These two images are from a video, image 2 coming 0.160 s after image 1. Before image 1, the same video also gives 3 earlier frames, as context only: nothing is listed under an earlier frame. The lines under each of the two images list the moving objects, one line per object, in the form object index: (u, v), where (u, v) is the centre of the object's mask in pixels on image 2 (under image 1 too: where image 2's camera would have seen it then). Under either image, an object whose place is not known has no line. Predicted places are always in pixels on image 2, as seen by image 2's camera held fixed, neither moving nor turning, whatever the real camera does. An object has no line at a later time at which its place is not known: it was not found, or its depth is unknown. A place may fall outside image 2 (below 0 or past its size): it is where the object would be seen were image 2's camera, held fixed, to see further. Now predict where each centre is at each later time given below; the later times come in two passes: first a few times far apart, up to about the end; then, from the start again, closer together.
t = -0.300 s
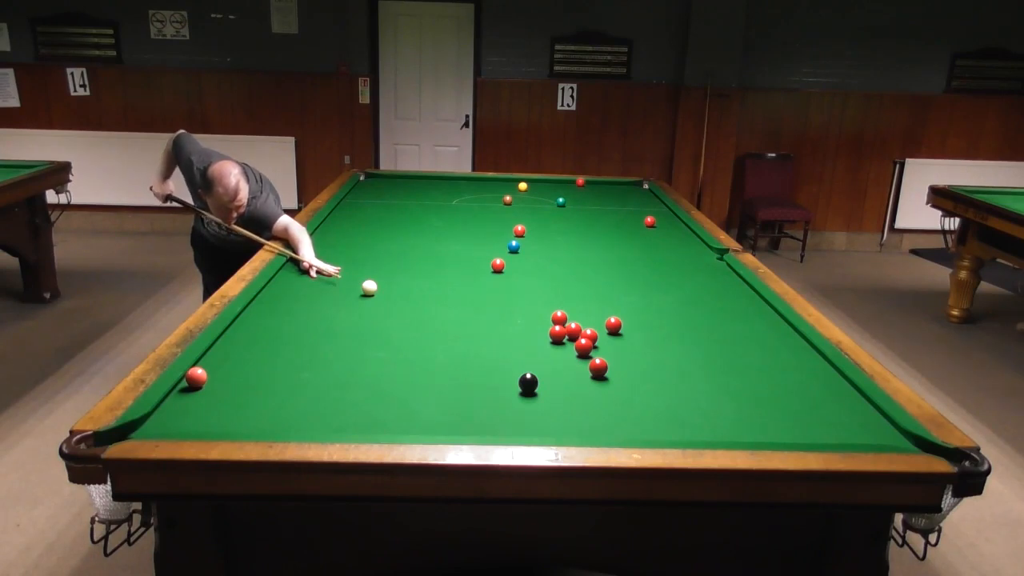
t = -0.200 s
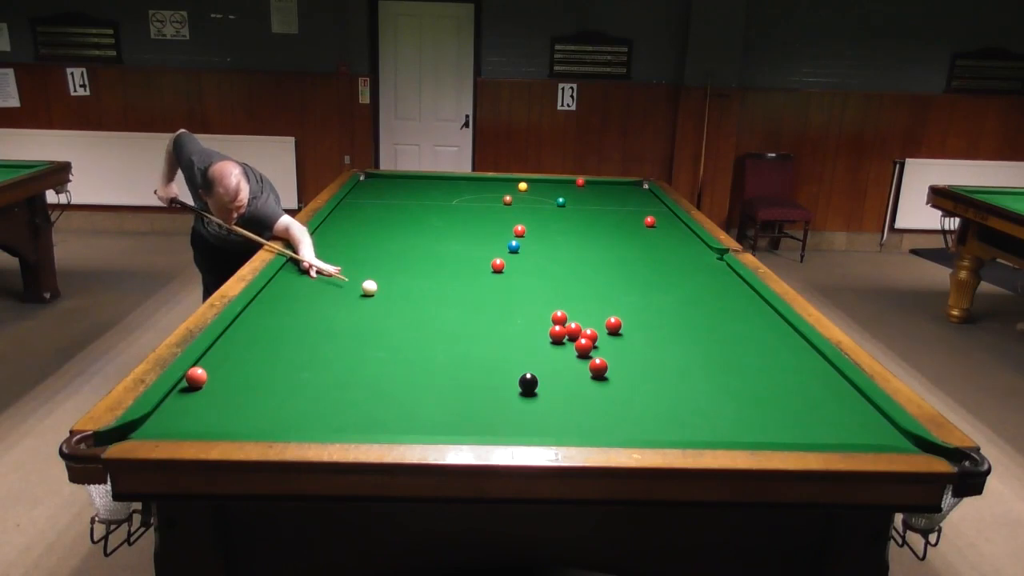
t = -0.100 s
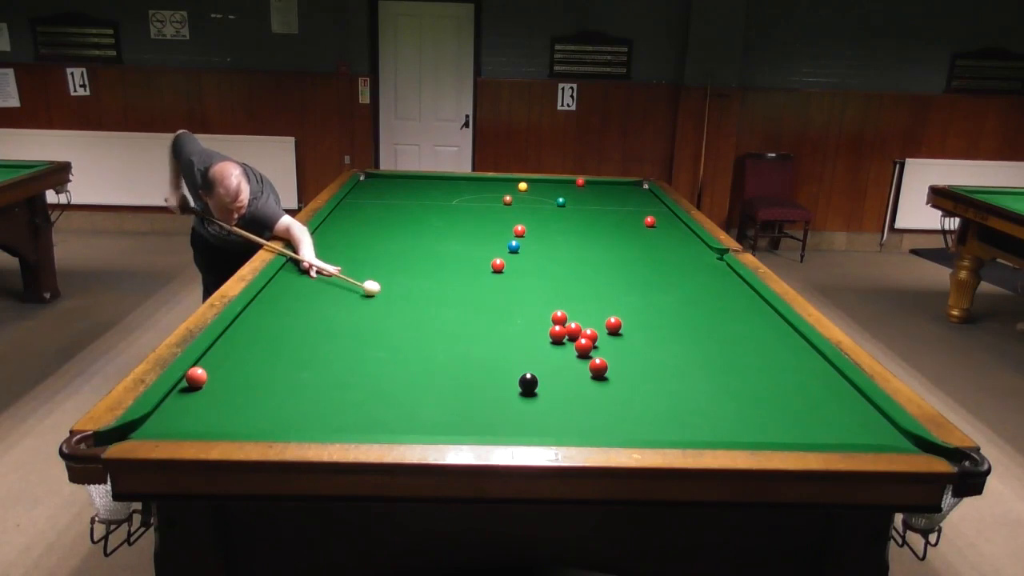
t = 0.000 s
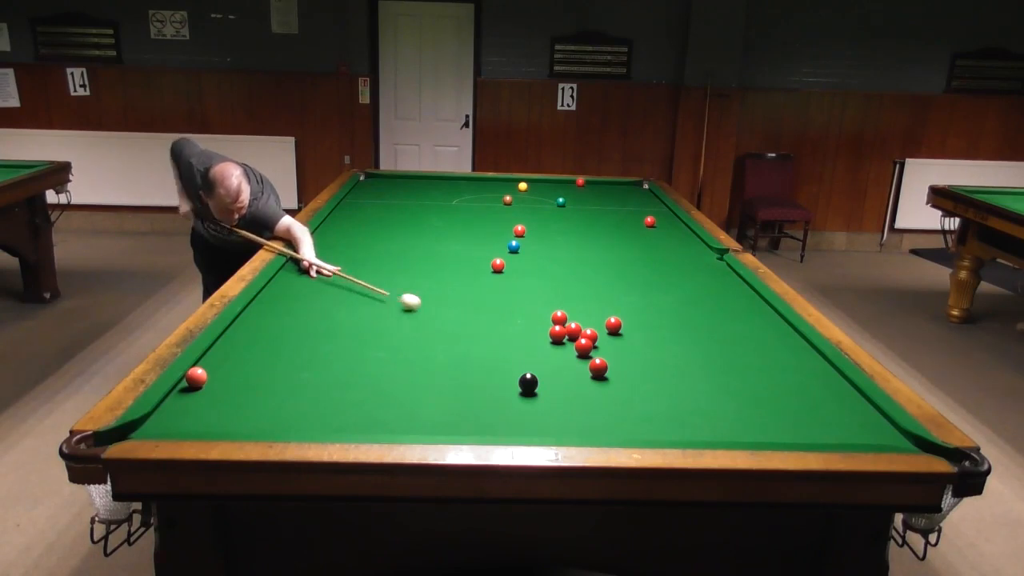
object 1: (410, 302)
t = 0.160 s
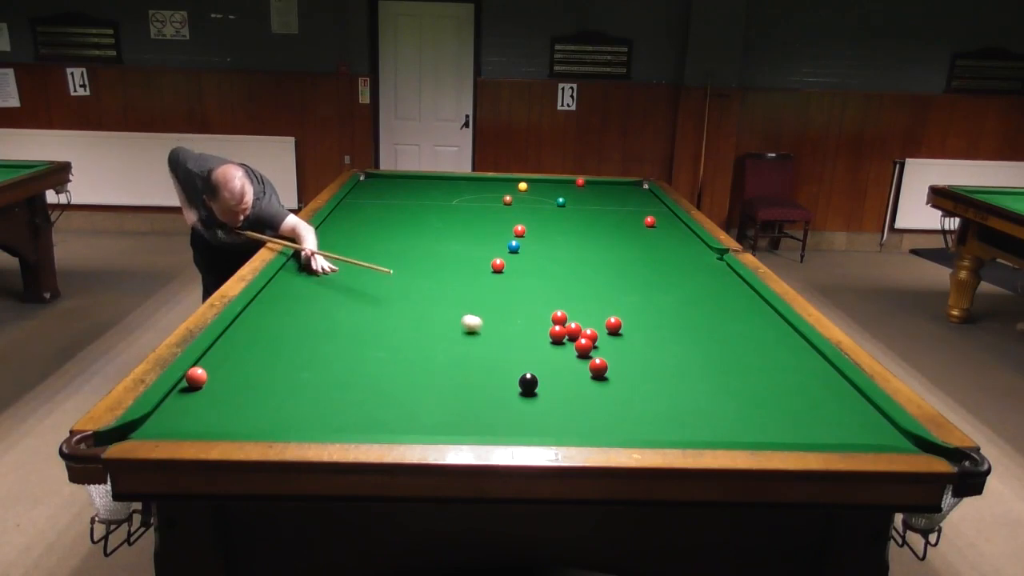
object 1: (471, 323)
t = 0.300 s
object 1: (522, 341)
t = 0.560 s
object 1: (581, 367)
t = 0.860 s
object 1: (601, 384)
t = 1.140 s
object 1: (620, 400)
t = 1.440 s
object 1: (641, 417)
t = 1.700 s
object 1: (659, 430)
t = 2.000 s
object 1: (668, 430)
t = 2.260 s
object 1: (671, 425)
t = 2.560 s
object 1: (674, 418)
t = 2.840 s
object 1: (677, 412)
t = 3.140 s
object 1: (678, 408)
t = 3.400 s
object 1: (679, 406)
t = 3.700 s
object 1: (678, 405)
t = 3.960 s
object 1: (678, 404)
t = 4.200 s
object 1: (678, 404)
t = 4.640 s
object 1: (680, 403)
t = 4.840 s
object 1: (679, 404)
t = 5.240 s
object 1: (672, 403)
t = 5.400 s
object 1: (679, 404)
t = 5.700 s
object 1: (679, 404)
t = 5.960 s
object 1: (679, 404)
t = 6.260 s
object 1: (679, 404)
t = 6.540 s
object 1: (679, 404)
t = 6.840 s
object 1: (679, 404)
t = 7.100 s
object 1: (678, 404)
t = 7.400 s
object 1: (678, 404)
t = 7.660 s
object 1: (678, 404)
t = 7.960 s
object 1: (678, 404)
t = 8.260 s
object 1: (679, 404)
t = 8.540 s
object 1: (678, 404)
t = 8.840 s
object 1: (679, 404)
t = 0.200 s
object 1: (486, 329)
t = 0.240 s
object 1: (500, 334)
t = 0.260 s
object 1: (507, 336)
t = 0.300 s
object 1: (522, 341)
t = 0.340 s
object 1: (536, 347)
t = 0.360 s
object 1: (544, 349)
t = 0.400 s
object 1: (560, 355)
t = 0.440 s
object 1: (576, 361)
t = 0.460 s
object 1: (581, 362)
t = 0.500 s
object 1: (580, 364)
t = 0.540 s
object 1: (580, 366)
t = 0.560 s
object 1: (581, 367)
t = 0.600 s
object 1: (583, 369)
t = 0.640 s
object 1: (586, 371)
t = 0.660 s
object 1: (587, 372)
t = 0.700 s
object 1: (590, 375)
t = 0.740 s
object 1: (592, 376)
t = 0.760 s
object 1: (594, 378)
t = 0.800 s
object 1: (596, 380)
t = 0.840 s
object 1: (599, 382)
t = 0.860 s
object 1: (601, 384)
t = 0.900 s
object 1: (603, 386)
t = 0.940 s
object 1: (606, 388)
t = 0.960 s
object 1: (607, 389)
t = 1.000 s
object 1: (610, 391)
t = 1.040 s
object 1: (613, 394)
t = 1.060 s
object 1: (614, 395)
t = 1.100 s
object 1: (617, 397)
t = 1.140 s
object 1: (620, 400)
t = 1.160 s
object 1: (621, 401)
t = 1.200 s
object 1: (624, 403)
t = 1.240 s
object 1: (626, 405)
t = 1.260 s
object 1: (628, 407)
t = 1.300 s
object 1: (631, 409)
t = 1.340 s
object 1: (634, 410)
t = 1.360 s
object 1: (635, 412)
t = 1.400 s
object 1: (638, 415)
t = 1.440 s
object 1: (641, 417)
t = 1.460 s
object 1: (642, 418)
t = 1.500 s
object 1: (645, 421)
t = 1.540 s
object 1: (647, 423)
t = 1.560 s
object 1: (649, 424)
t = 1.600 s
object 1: (652, 426)
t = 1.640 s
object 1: (655, 428)
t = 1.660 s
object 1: (656, 429)
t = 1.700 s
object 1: (659, 430)
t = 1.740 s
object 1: (662, 432)
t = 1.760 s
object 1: (663, 432)
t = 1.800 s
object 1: (666, 434)
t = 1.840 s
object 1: (667, 434)
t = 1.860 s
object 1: (667, 433)
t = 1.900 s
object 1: (667, 432)
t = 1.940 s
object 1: (668, 432)
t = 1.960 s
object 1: (668, 431)
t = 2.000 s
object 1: (668, 430)
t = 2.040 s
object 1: (669, 430)
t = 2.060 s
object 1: (669, 429)
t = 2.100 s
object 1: (669, 429)
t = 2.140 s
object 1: (670, 428)
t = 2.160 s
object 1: (670, 428)
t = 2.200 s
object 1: (670, 427)
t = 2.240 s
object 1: (671, 425)
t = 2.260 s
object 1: (671, 425)
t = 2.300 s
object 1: (672, 424)
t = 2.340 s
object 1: (672, 422)
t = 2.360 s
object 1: (672, 422)
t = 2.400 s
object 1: (673, 421)
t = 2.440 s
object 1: (673, 421)
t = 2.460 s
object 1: (673, 420)
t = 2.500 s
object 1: (674, 419)
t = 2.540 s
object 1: (674, 418)
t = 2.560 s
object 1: (674, 418)
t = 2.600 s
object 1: (675, 417)
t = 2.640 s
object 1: (675, 416)
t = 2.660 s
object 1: (675, 416)
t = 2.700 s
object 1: (675, 415)
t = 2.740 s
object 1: (676, 414)
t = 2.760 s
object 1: (676, 414)
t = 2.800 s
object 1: (676, 413)
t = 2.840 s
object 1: (677, 412)
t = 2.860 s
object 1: (677, 412)
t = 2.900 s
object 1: (677, 411)
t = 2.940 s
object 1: (677, 411)
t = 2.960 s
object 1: (677, 411)
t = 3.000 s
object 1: (677, 410)
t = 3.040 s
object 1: (678, 409)
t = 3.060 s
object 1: (678, 409)
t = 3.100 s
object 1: (678, 409)
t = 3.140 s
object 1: (678, 408)
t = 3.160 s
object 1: (678, 408)
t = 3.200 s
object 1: (678, 408)
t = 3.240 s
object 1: (678, 407)
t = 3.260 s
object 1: (678, 407)
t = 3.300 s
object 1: (678, 407)
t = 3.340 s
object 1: (679, 406)
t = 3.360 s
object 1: (679, 406)
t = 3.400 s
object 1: (679, 406)
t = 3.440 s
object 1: (679, 406)
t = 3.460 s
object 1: (679, 406)
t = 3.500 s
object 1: (679, 405)
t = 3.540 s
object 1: (679, 405)
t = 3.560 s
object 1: (679, 405)
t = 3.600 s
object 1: (678, 405)
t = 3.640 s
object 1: (678, 405)
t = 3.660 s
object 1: (678, 405)
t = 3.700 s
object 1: (678, 405)
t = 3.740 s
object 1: (679, 405)
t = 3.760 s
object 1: (679, 404)
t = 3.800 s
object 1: (678, 404)
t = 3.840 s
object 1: (678, 404)
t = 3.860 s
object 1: (678, 404)
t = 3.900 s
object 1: (679, 405)
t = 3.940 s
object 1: (679, 404)
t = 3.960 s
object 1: (678, 404)
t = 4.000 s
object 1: (678, 404)
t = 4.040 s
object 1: (678, 404)
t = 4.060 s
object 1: (678, 404)
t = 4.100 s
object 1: (679, 404)
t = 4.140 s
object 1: (679, 404)
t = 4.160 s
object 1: (679, 405)
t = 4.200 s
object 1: (678, 404)
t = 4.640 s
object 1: (680, 403)
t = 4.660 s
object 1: (679, 404)
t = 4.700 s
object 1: (679, 404)
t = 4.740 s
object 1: (679, 404)
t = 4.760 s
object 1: (679, 404)
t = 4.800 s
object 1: (679, 404)
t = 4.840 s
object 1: (679, 404)
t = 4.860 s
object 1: (679, 404)
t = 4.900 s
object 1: (679, 404)
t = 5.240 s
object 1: (672, 403)
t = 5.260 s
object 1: (678, 404)
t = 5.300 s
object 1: (679, 404)
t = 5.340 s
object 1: (679, 404)
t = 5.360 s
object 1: (679, 404)
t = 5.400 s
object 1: (679, 404)
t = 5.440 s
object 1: (679, 404)
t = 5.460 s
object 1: (679, 404)
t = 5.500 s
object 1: (679, 404)
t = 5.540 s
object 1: (679, 404)
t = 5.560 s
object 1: (679, 404)
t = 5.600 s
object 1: (679, 404)
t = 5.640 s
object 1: (679, 404)
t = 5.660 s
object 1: (679, 404)
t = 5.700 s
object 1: (679, 404)
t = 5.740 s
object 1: (679, 404)
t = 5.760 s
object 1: (679, 404)
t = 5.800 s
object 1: (679, 404)
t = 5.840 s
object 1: (679, 404)
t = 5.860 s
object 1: (679, 404)
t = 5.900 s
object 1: (678, 404)
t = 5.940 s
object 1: (678, 404)
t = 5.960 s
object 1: (679, 404)
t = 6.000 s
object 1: (679, 404)
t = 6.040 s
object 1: (679, 404)
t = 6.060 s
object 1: (679, 404)
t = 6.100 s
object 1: (679, 404)
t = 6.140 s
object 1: (679, 404)
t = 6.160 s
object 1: (679, 404)
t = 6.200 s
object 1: (679, 404)
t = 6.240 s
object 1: (678, 404)
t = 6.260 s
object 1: (679, 404)
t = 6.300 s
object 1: (678, 404)
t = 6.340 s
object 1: (678, 404)
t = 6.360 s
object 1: (678, 404)
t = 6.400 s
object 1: (679, 404)
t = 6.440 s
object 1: (678, 404)
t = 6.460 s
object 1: (679, 404)
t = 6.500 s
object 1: (678, 404)
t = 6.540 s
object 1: (679, 404)
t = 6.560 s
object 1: (679, 404)
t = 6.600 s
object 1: (679, 404)
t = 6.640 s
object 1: (679, 404)
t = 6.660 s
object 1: (679, 404)
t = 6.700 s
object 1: (679, 404)
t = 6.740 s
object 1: (678, 404)
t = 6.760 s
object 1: (678, 404)
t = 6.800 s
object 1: (679, 404)
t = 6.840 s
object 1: (679, 404)
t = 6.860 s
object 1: (679, 404)
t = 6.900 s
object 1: (679, 404)
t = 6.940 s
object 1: (679, 404)
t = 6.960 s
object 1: (678, 404)
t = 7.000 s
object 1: (679, 404)
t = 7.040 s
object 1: (679, 404)
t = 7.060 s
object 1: (679, 404)
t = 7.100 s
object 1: (678, 404)
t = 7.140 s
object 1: (679, 404)
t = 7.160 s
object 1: (679, 404)
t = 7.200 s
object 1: (679, 404)
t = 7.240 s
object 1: (678, 404)
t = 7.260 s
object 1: (679, 404)
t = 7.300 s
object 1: (679, 404)
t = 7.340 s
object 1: (679, 404)
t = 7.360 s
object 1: (679, 404)
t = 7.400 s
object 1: (678, 404)
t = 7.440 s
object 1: (678, 404)
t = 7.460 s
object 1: (679, 404)
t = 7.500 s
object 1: (678, 404)
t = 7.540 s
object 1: (679, 404)
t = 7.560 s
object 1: (679, 404)
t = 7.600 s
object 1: (678, 404)
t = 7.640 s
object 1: (679, 404)
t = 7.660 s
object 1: (678, 404)
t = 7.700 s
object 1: (678, 404)
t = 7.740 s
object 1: (679, 404)
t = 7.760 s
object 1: (679, 404)
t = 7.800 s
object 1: (678, 404)
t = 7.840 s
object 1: (679, 404)
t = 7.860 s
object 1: (679, 404)
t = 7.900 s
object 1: (678, 404)
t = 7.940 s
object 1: (679, 404)
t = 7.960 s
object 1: (678, 404)
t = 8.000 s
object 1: (678, 404)
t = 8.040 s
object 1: (679, 404)
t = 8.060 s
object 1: (679, 404)
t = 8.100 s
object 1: (678, 404)
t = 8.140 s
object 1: (679, 404)
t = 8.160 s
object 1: (679, 404)
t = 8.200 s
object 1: (679, 404)
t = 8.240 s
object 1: (678, 404)
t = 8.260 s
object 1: (679, 404)
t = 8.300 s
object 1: (678, 404)
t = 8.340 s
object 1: (679, 404)
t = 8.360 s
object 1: (678, 404)
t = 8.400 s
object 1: (679, 404)
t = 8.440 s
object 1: (679, 404)
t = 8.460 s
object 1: (679, 404)
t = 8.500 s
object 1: (679, 404)
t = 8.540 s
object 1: (678, 404)
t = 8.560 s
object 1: (678, 404)
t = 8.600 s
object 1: (679, 404)
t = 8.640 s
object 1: (679, 404)
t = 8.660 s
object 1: (679, 404)
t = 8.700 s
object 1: (678, 404)
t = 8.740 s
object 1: (678, 404)
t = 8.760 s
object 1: (678, 404)
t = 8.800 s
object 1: (679, 404)
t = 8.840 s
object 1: (679, 404)
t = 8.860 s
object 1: (679, 404)
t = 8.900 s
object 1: (679, 404)
